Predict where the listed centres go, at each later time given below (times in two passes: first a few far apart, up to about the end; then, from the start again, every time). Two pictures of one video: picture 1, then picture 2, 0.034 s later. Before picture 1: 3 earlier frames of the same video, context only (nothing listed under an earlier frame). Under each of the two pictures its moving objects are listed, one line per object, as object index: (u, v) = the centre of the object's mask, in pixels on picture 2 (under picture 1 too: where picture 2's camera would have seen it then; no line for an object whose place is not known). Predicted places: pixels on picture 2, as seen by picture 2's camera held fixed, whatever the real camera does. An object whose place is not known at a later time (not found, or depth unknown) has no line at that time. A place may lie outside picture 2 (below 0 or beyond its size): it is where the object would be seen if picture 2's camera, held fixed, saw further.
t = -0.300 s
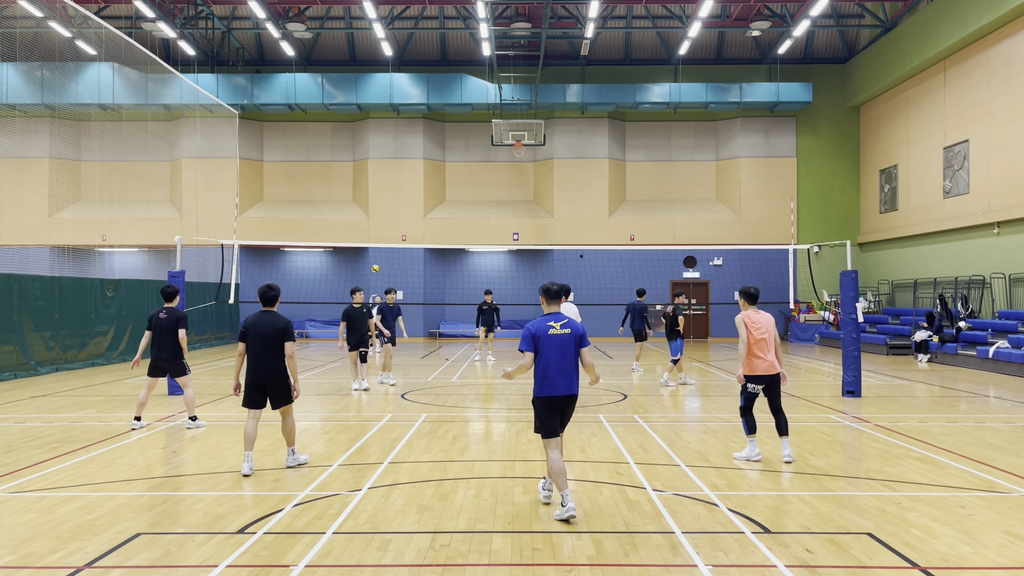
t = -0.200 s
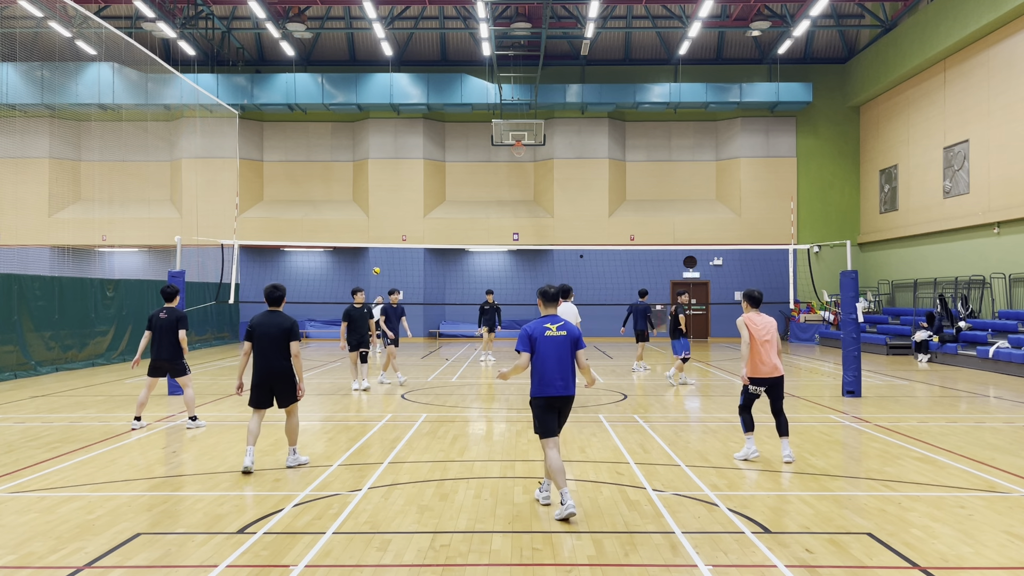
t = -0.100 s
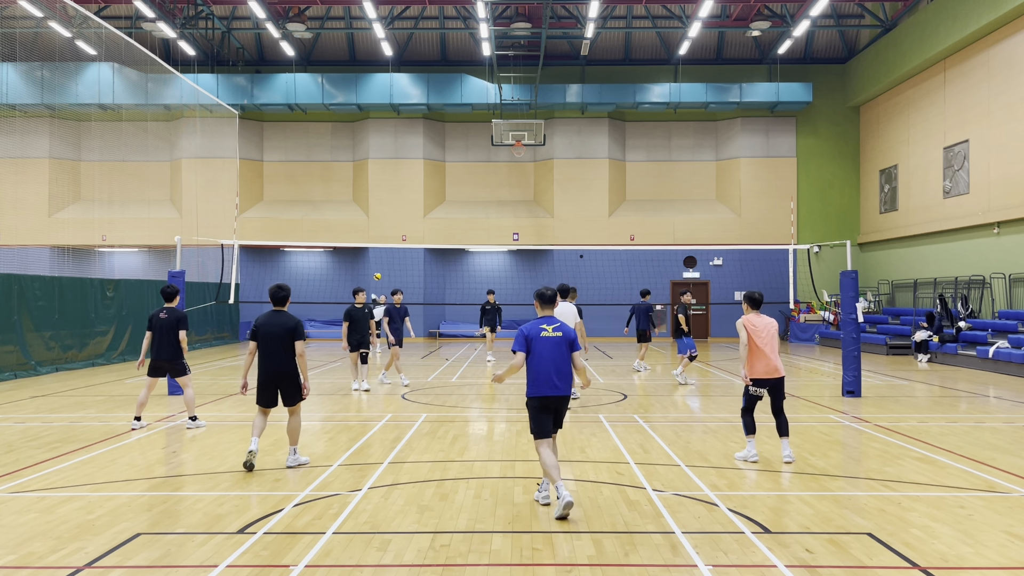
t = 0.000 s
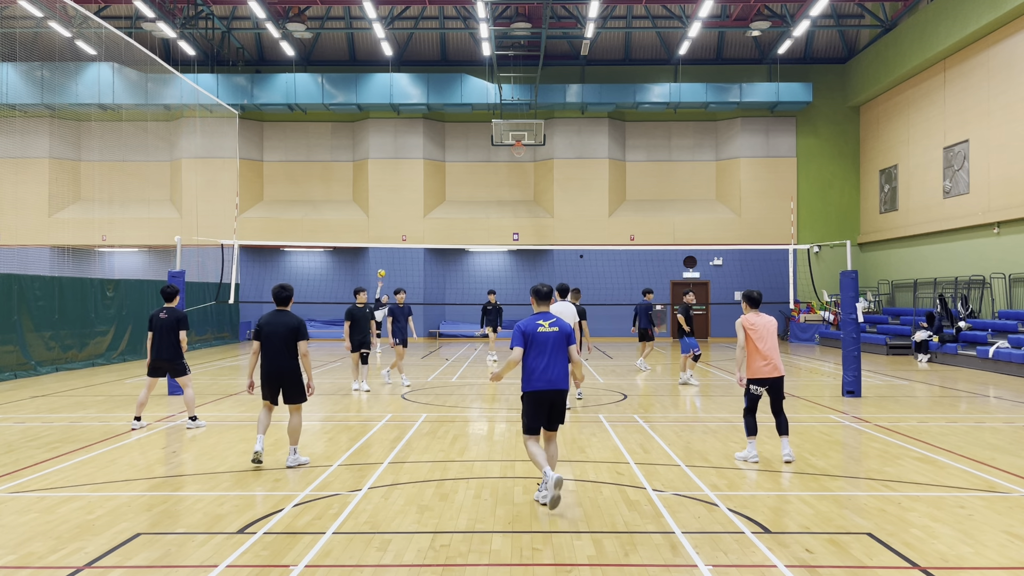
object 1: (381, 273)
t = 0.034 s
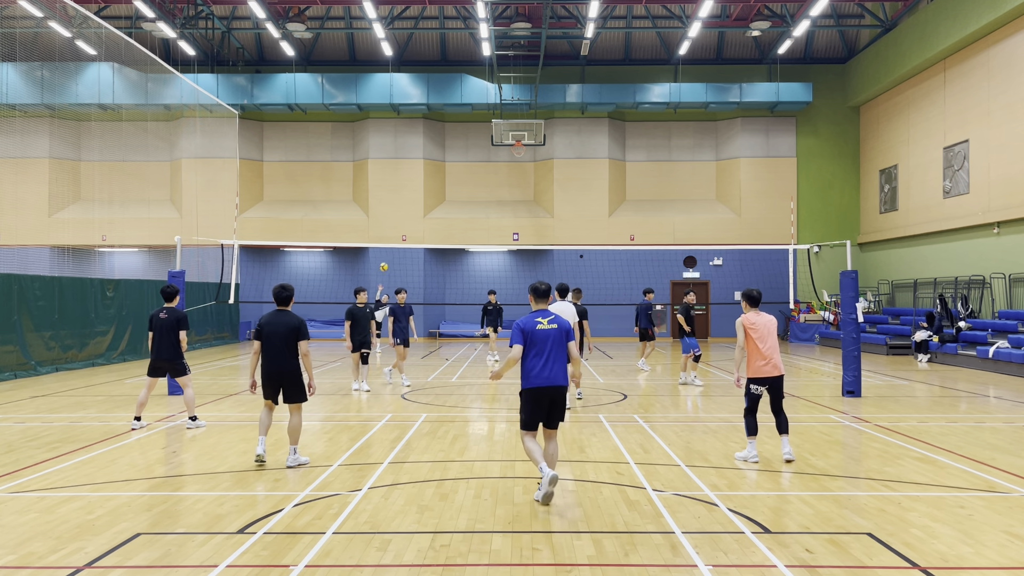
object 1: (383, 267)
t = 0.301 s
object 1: (412, 220)
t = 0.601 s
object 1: (467, 195)
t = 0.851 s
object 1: (529, 218)
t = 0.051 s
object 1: (385, 264)
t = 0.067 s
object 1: (386, 260)
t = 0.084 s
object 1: (388, 257)
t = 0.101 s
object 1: (389, 254)
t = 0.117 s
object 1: (390, 251)
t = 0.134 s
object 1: (392, 249)
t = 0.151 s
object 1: (394, 244)
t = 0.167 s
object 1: (396, 240)
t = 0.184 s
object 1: (397, 238)
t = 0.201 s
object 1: (399, 235)
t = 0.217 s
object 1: (401, 233)
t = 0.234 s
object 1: (403, 230)
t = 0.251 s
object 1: (405, 228)
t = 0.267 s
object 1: (407, 225)
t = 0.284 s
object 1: (410, 223)
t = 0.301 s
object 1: (412, 220)
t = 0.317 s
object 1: (414, 218)
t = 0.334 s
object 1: (417, 216)
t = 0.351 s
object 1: (419, 214)
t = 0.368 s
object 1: (422, 212)
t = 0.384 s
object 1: (424, 210)
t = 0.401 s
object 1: (427, 208)
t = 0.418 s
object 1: (430, 206)
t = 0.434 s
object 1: (433, 204)
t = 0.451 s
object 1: (436, 202)
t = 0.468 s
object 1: (439, 201)
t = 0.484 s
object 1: (442, 199)
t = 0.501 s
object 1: (446, 198)
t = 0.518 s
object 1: (449, 197)
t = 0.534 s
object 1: (453, 196)
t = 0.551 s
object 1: (456, 196)
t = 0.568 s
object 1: (460, 195)
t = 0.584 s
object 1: (463, 195)
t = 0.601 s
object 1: (467, 195)
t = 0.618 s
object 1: (471, 195)
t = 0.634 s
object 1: (474, 195)
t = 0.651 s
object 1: (478, 195)
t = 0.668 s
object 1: (482, 196)
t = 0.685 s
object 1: (486, 197)
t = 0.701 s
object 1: (490, 198)
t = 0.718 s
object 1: (494, 199)
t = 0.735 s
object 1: (498, 201)
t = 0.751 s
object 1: (502, 202)
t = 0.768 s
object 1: (506, 204)
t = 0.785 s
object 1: (511, 206)
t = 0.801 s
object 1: (515, 209)
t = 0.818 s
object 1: (520, 211)
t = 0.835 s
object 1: (524, 214)
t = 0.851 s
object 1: (529, 218)
